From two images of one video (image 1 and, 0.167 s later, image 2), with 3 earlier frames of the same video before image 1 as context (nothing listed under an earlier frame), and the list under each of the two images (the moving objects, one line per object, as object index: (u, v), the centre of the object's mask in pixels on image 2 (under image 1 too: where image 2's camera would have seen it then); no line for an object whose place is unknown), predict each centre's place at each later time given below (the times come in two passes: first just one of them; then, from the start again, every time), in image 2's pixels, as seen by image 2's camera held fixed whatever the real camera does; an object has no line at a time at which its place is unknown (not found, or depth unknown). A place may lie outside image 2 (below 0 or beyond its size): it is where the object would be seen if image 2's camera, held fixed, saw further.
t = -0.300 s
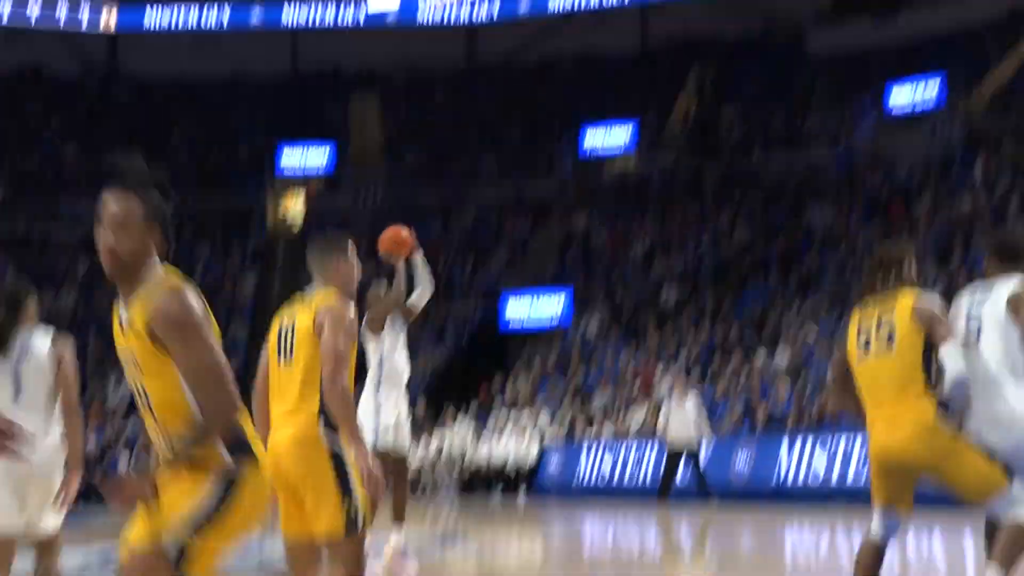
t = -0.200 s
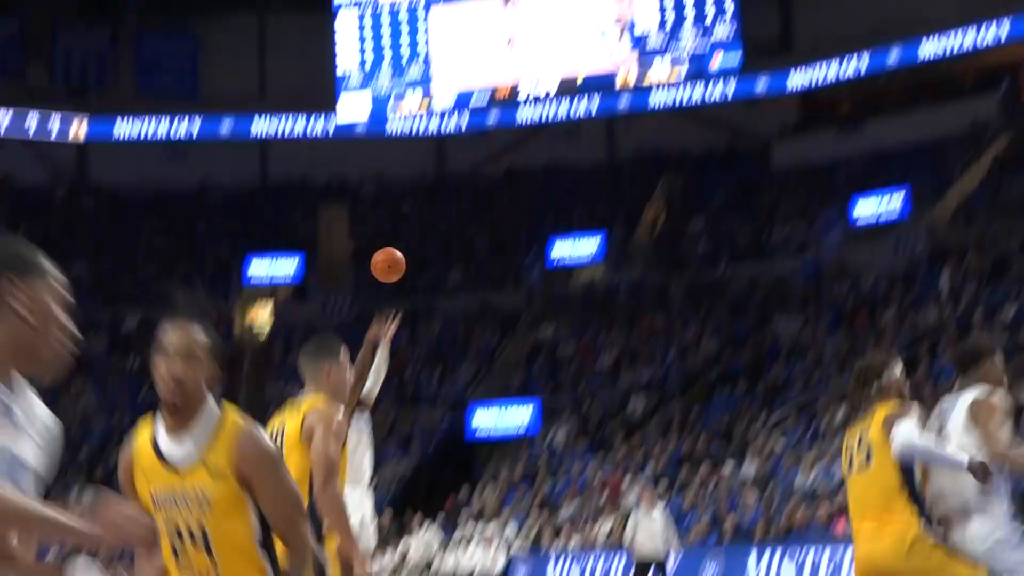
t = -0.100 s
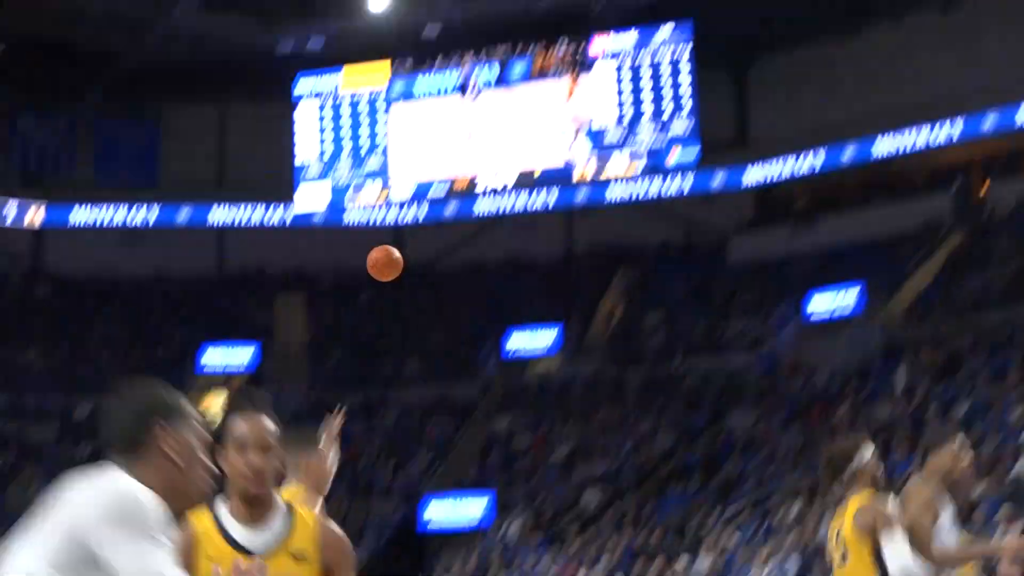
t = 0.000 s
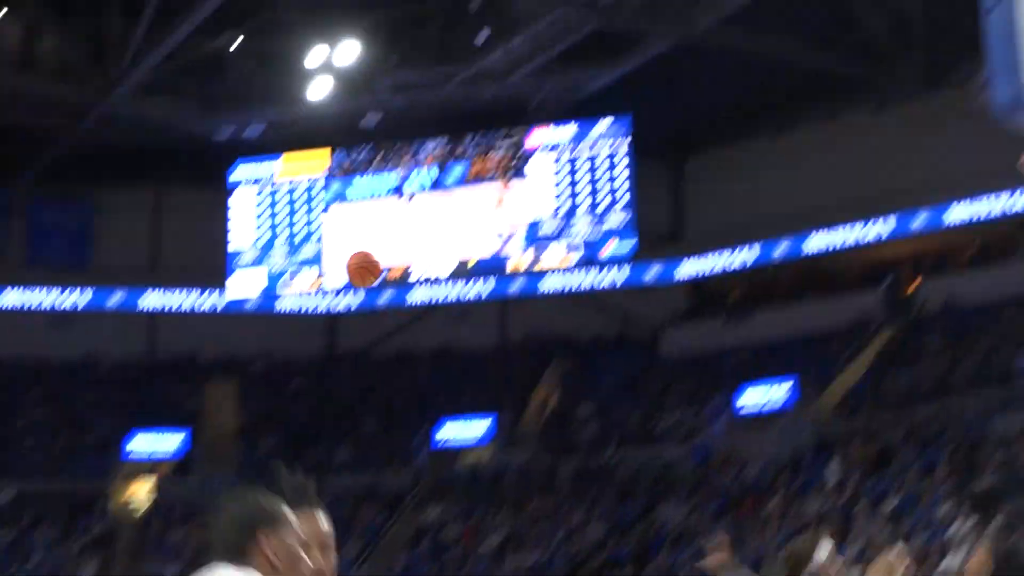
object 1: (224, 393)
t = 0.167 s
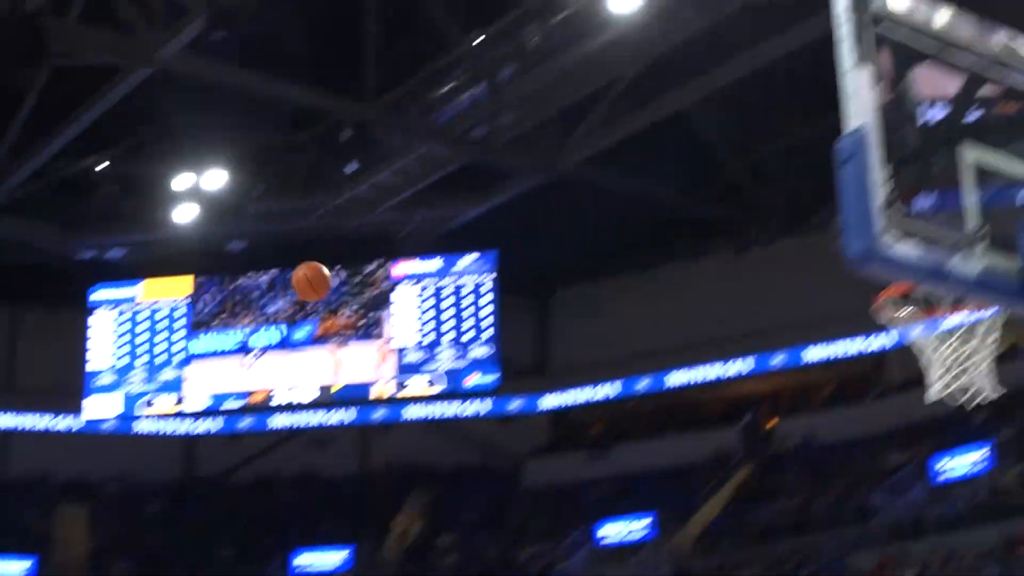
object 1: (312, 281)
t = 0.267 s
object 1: (367, 230)
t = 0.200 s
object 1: (330, 263)
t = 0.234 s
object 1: (348, 246)
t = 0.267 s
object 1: (367, 230)
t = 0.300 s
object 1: (386, 215)
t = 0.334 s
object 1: (405, 202)
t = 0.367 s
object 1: (425, 190)
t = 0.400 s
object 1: (446, 179)
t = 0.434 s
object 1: (467, 170)
